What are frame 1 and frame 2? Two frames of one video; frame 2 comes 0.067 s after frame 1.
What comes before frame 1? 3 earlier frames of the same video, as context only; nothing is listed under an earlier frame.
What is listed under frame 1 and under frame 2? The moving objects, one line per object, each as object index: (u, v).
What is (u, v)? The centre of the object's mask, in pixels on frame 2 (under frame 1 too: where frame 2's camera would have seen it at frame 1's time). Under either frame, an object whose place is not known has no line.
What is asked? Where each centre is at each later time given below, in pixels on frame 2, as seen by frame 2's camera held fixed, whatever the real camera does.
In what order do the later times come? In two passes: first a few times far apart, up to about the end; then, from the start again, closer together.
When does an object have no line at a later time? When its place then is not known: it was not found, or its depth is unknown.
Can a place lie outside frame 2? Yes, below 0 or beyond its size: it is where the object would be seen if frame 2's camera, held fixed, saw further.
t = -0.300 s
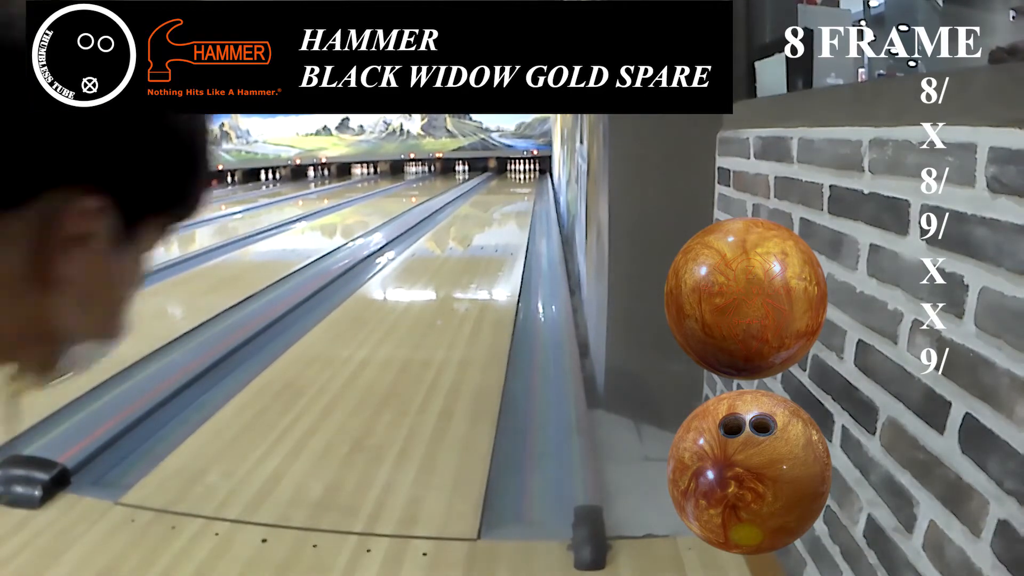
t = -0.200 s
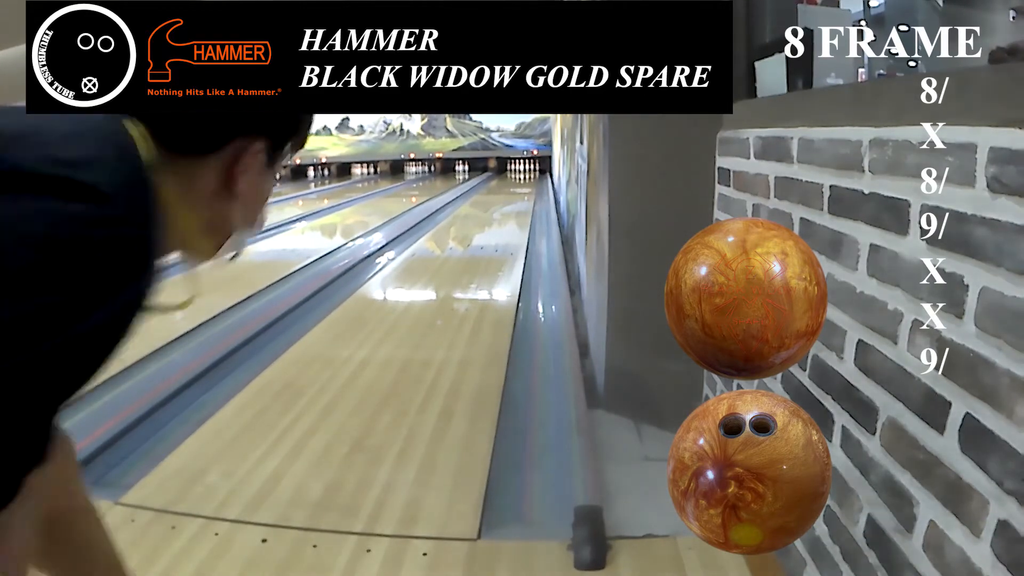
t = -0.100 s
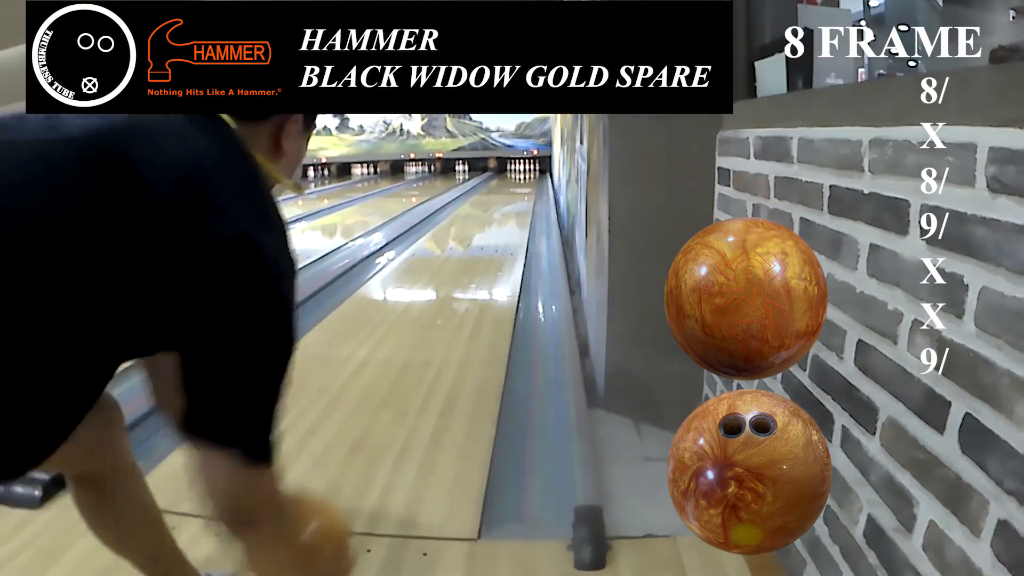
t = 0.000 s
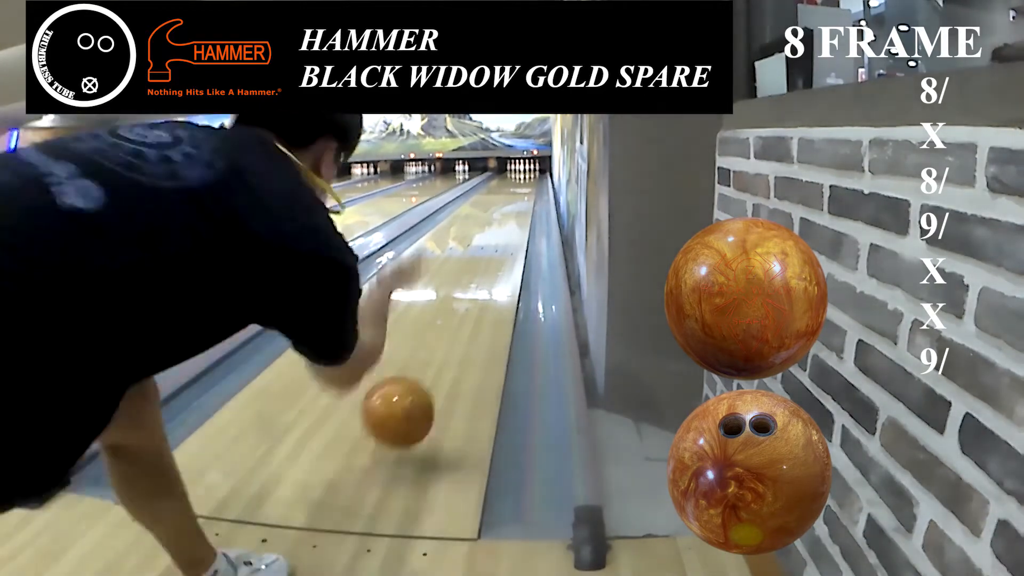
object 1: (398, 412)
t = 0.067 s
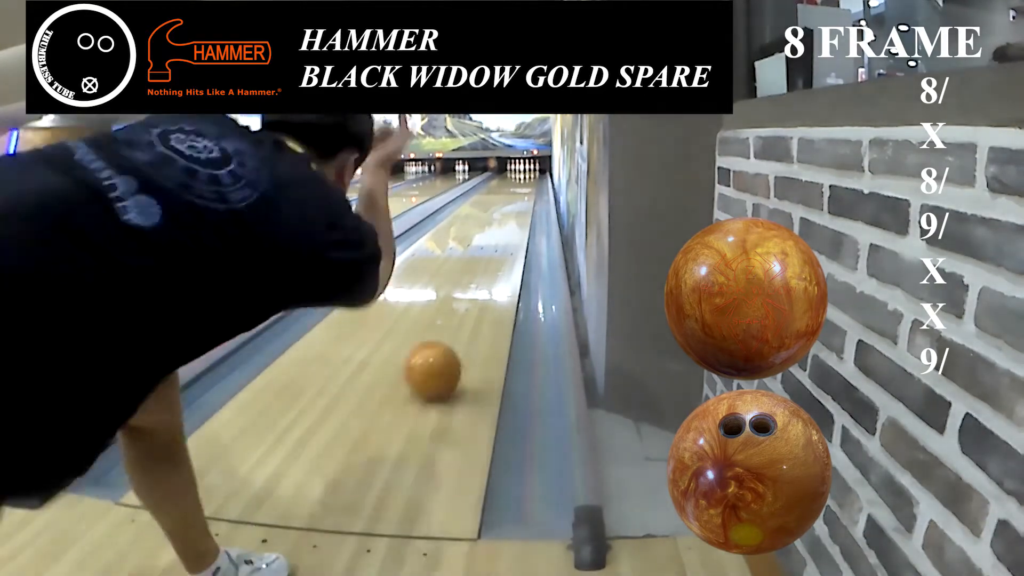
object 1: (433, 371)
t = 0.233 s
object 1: (477, 289)
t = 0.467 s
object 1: (503, 239)
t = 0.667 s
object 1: (514, 218)
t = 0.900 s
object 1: (521, 202)
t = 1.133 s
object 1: (525, 191)
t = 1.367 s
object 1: (527, 185)
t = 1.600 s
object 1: (528, 179)
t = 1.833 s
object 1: (529, 176)
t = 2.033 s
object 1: (528, 174)
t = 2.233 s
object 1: (527, 174)
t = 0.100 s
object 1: (445, 349)
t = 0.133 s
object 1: (455, 329)
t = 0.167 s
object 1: (464, 314)
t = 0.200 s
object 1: (470, 301)
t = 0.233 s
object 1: (477, 289)
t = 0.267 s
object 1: (482, 279)
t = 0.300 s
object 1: (487, 270)
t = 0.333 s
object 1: (491, 262)
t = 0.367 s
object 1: (494, 256)
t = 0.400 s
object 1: (497, 249)
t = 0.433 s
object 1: (500, 244)
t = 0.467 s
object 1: (503, 239)
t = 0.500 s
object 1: (505, 235)
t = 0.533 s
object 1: (507, 231)
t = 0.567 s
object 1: (509, 227)
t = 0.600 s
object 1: (511, 223)
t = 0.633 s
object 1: (513, 220)
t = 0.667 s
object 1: (514, 218)
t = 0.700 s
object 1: (515, 215)
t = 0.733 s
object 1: (517, 212)
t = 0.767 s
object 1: (518, 210)
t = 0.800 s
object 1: (519, 208)
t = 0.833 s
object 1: (520, 206)
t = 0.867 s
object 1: (521, 204)
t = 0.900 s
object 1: (521, 202)
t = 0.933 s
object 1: (522, 201)
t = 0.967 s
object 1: (523, 199)
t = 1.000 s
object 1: (523, 197)
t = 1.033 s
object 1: (524, 195)
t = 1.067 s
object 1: (524, 194)
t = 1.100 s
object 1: (525, 193)
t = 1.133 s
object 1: (525, 191)
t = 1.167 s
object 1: (526, 190)
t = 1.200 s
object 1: (526, 189)
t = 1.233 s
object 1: (525, 188)
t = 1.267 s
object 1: (526, 187)
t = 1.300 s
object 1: (527, 186)
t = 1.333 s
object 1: (527, 186)
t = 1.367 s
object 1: (527, 185)
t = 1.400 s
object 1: (527, 184)
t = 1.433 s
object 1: (528, 183)
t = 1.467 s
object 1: (527, 182)
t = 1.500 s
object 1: (528, 182)
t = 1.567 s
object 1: (528, 180)
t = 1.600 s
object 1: (528, 179)
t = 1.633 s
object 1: (528, 179)
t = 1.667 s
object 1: (528, 178)
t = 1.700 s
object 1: (529, 178)
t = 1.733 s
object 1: (528, 177)
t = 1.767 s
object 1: (529, 177)
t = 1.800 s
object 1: (529, 177)
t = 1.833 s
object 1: (529, 176)
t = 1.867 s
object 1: (529, 176)
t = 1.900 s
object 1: (530, 175)
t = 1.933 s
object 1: (530, 175)
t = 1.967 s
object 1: (530, 174)
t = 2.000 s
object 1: (529, 174)
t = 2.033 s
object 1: (528, 174)
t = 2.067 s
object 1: (528, 174)
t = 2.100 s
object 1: (528, 174)
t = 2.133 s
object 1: (528, 174)
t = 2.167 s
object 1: (528, 173)
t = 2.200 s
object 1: (528, 174)
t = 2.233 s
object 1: (527, 174)
